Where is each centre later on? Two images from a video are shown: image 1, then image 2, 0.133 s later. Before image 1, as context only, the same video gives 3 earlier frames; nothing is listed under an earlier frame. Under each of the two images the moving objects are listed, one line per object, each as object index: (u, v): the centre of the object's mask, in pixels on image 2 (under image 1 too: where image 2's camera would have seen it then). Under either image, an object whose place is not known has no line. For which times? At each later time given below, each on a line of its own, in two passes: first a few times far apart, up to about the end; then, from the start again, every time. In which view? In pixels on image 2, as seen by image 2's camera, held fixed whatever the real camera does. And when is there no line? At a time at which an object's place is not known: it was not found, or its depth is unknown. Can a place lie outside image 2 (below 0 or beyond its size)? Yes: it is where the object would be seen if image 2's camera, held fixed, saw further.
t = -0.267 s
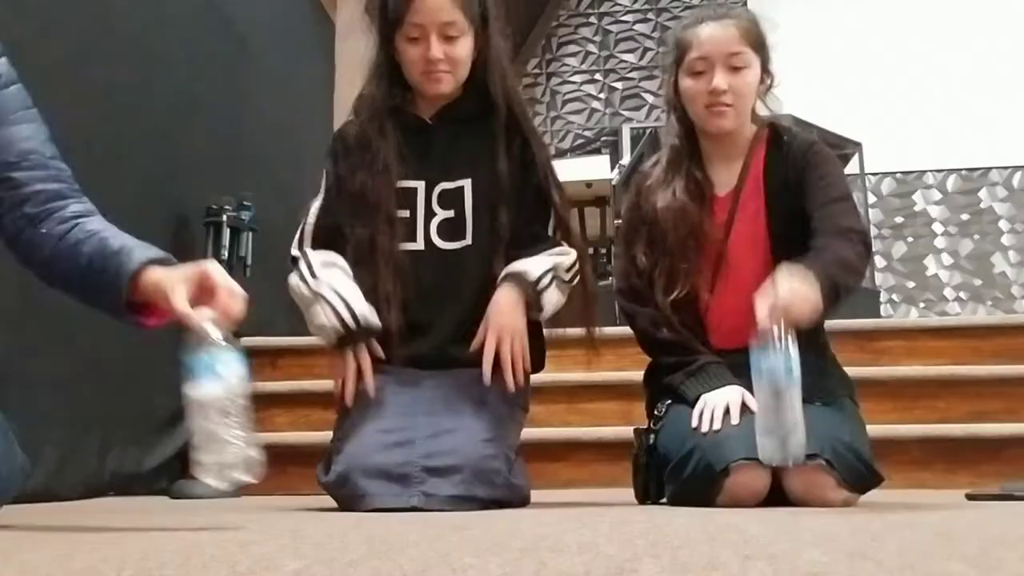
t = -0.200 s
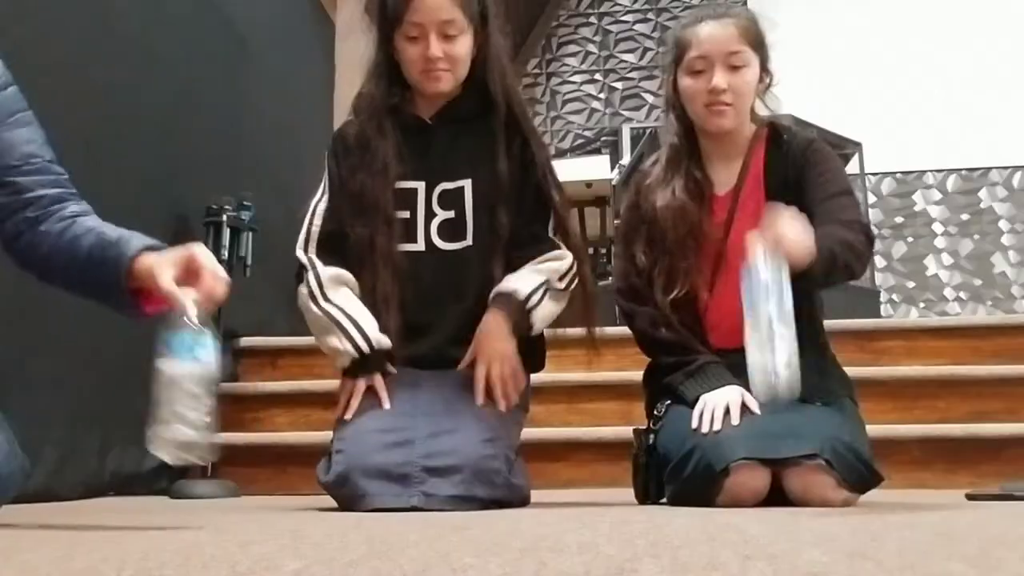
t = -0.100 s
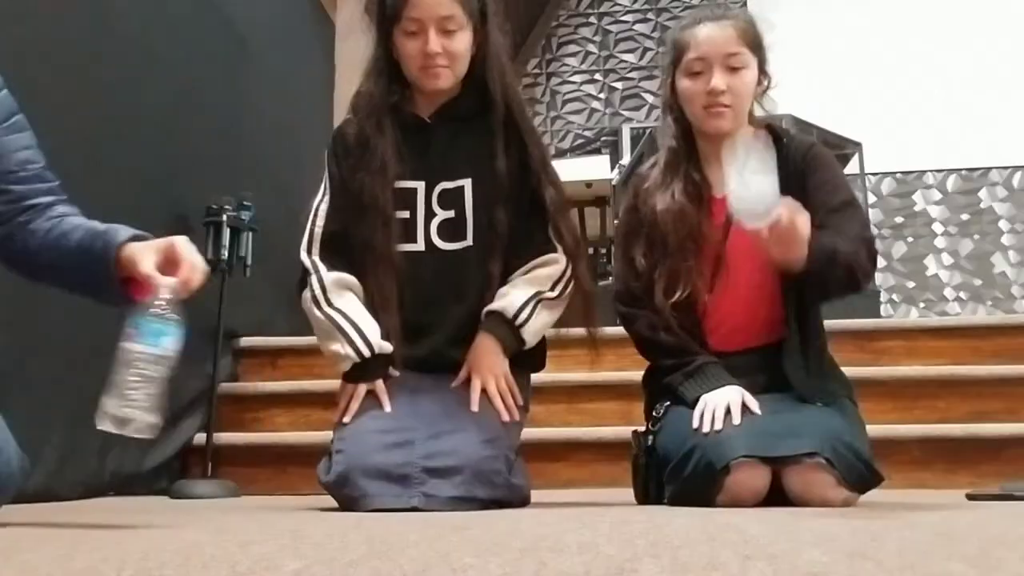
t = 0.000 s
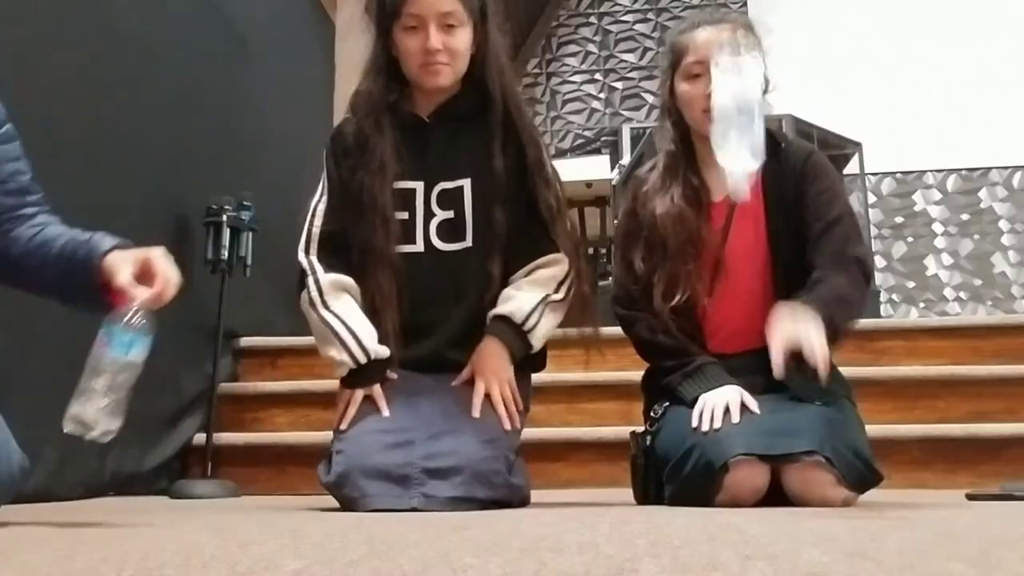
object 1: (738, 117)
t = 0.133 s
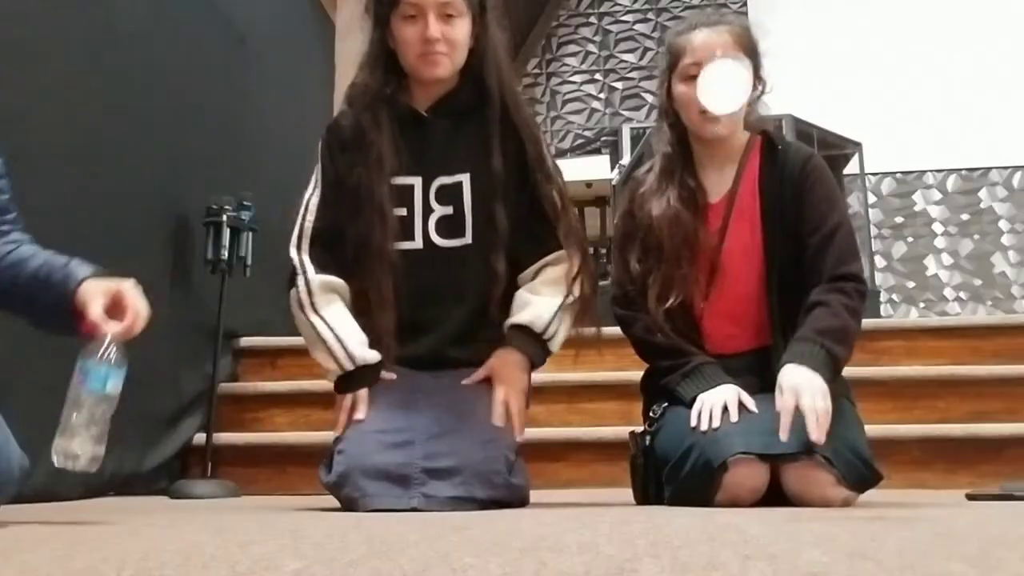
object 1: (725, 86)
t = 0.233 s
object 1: (717, 164)
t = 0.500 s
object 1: (717, 447)
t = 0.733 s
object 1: (730, 492)
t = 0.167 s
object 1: (722, 102)
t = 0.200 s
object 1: (718, 133)
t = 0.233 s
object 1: (717, 164)
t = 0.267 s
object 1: (716, 210)
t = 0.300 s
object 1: (716, 267)
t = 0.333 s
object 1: (716, 336)
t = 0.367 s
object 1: (716, 402)
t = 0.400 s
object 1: (716, 435)
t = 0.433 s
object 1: (715, 435)
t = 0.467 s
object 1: (715, 439)
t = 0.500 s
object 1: (717, 447)
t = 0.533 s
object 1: (721, 466)
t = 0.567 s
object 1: (726, 483)
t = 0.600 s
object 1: (726, 491)
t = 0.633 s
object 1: (729, 492)
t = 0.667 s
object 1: (730, 492)
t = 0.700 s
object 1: (730, 492)
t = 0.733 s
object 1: (730, 492)
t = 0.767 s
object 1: (729, 492)
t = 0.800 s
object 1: (729, 492)
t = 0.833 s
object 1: (729, 492)
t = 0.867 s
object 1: (729, 491)
